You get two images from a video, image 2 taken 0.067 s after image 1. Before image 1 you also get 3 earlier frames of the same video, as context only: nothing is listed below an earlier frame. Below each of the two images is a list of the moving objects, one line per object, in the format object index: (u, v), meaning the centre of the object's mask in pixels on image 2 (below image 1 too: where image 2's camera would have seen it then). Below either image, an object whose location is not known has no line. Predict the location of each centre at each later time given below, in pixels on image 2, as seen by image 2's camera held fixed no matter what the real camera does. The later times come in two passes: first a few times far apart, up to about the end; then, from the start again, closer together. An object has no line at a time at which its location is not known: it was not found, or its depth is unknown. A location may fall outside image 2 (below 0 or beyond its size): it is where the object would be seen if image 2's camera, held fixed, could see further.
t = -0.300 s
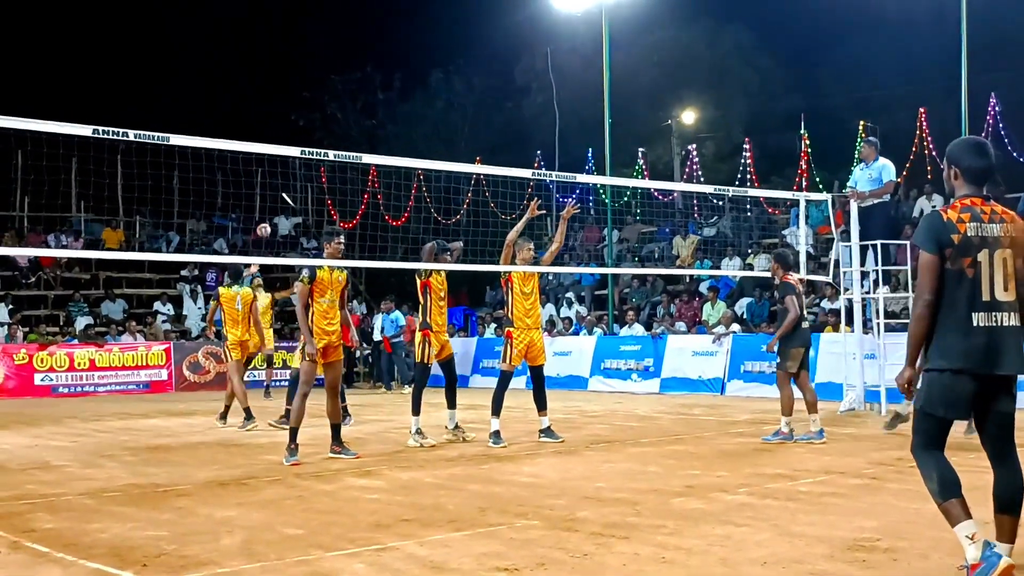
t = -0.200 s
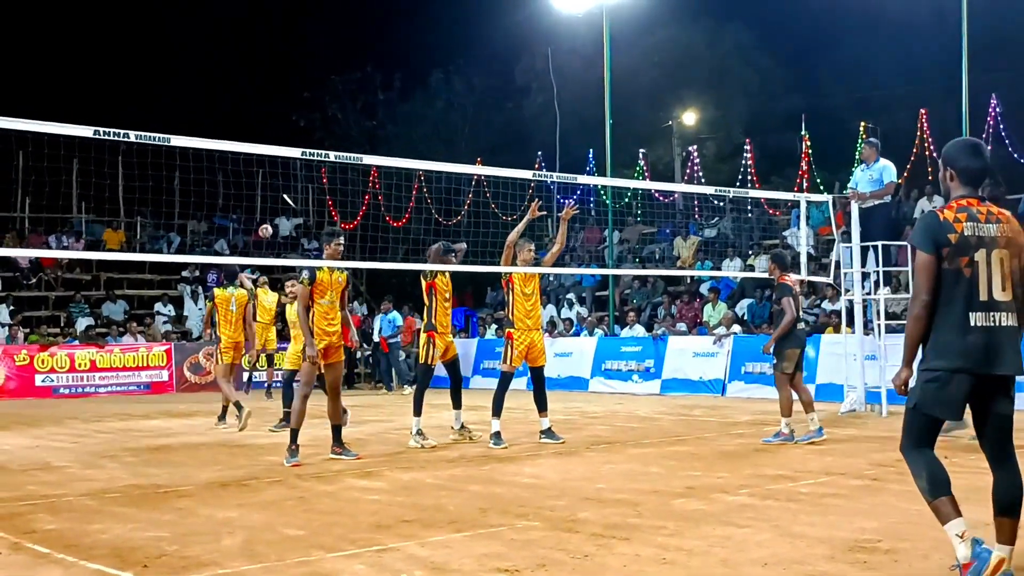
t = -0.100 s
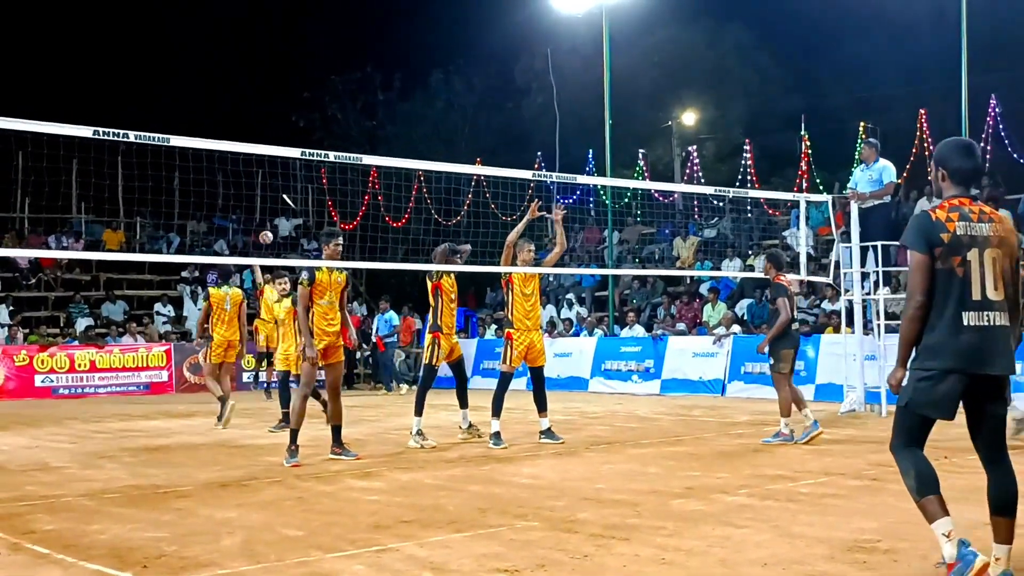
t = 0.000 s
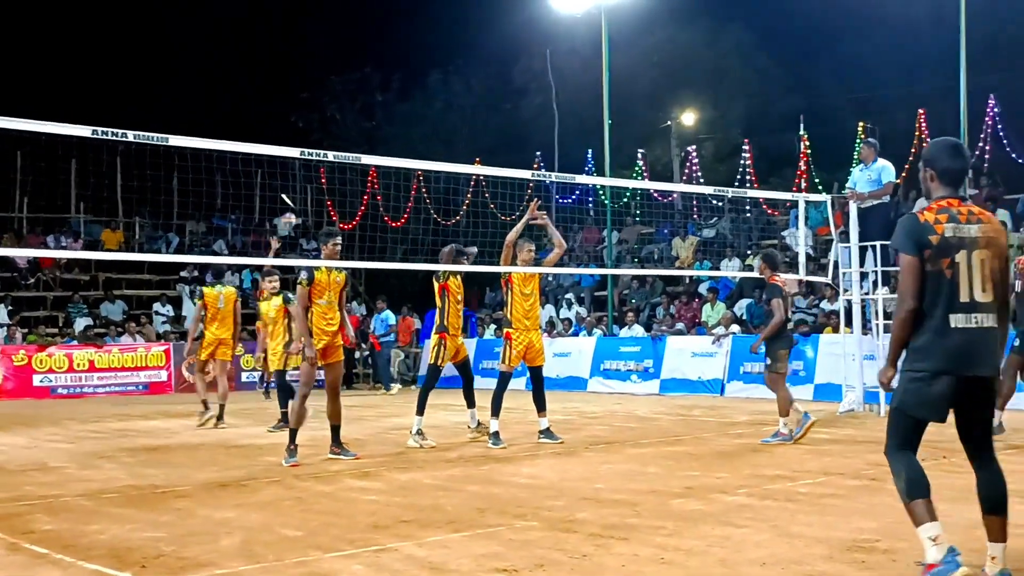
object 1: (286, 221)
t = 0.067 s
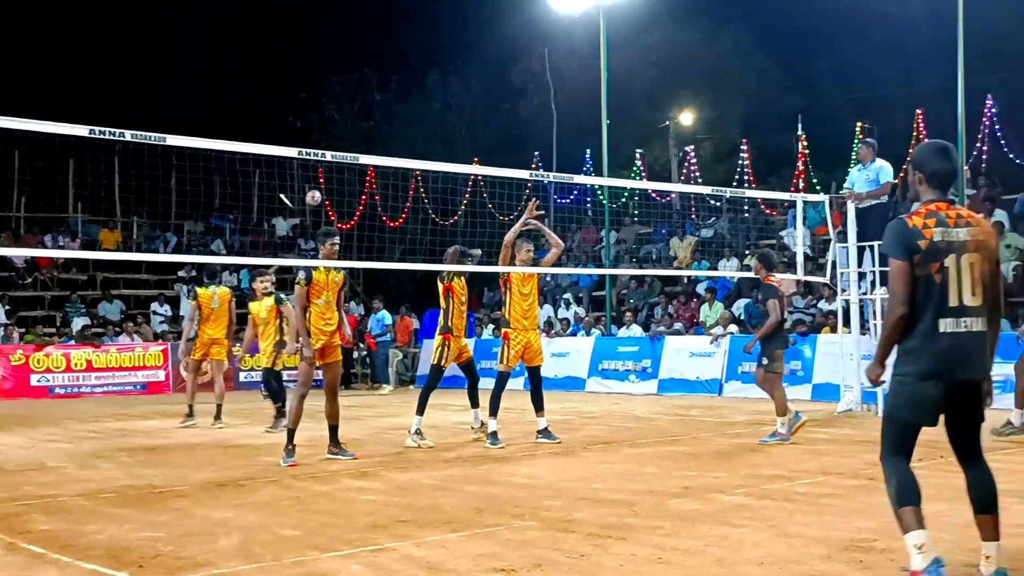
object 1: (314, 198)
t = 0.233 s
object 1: (389, 148)
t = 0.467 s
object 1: (522, 103)
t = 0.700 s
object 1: (708, 100)
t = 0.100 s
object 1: (327, 187)
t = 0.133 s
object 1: (342, 177)
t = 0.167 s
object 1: (357, 168)
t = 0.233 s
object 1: (389, 148)
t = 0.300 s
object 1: (423, 132)
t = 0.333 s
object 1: (441, 125)
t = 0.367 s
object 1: (460, 118)
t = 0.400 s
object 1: (480, 113)
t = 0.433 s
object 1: (500, 108)
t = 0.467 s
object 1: (522, 103)
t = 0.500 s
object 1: (545, 100)
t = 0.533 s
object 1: (568, 96)
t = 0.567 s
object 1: (592, 95)
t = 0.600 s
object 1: (619, 94)
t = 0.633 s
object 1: (646, 95)
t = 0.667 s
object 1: (676, 97)
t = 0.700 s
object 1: (708, 100)
